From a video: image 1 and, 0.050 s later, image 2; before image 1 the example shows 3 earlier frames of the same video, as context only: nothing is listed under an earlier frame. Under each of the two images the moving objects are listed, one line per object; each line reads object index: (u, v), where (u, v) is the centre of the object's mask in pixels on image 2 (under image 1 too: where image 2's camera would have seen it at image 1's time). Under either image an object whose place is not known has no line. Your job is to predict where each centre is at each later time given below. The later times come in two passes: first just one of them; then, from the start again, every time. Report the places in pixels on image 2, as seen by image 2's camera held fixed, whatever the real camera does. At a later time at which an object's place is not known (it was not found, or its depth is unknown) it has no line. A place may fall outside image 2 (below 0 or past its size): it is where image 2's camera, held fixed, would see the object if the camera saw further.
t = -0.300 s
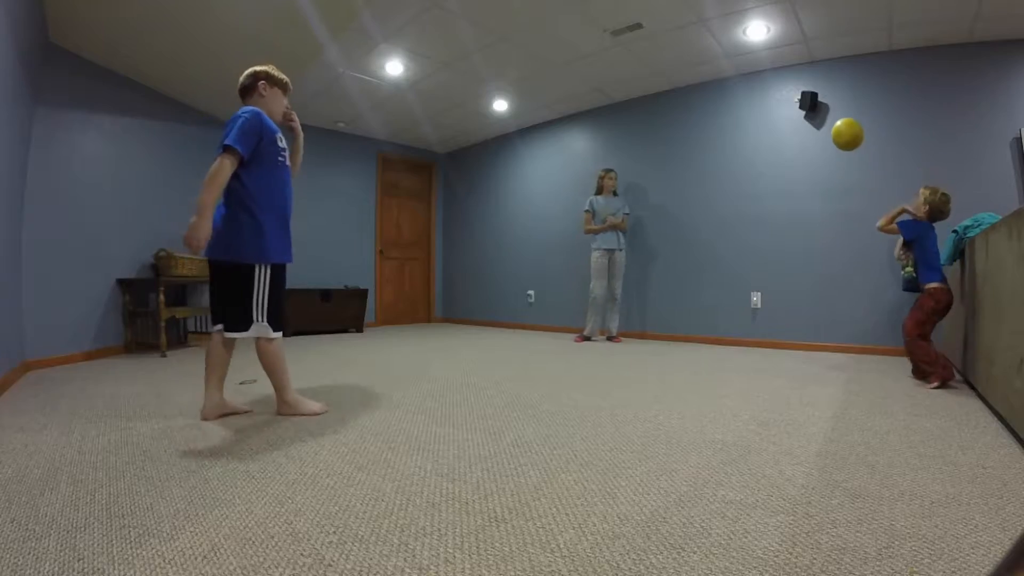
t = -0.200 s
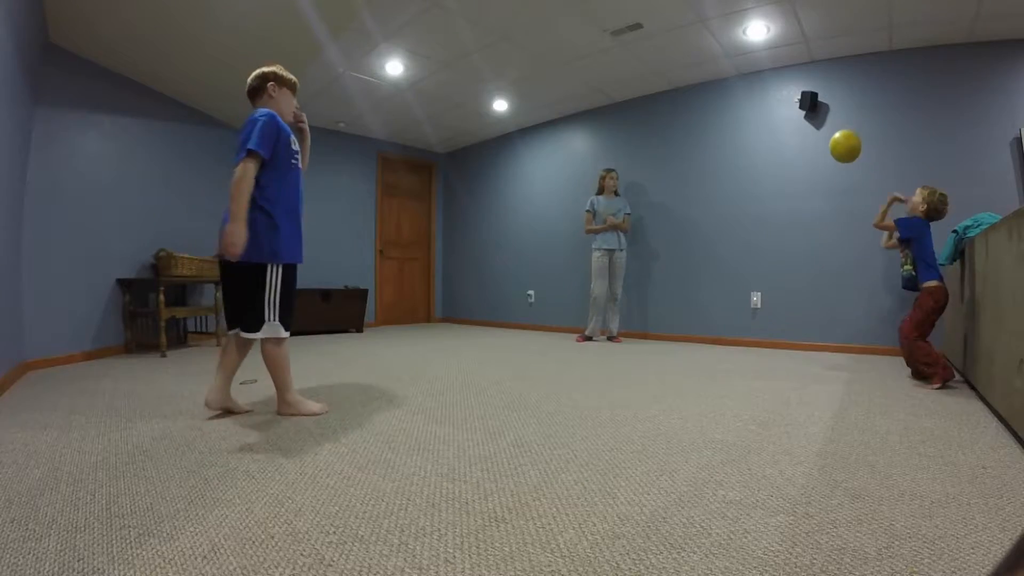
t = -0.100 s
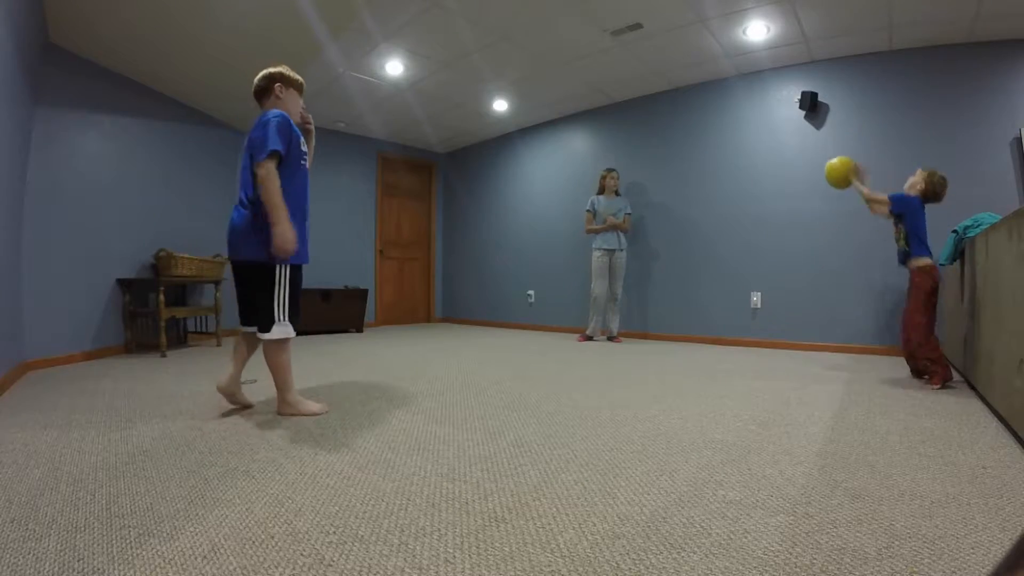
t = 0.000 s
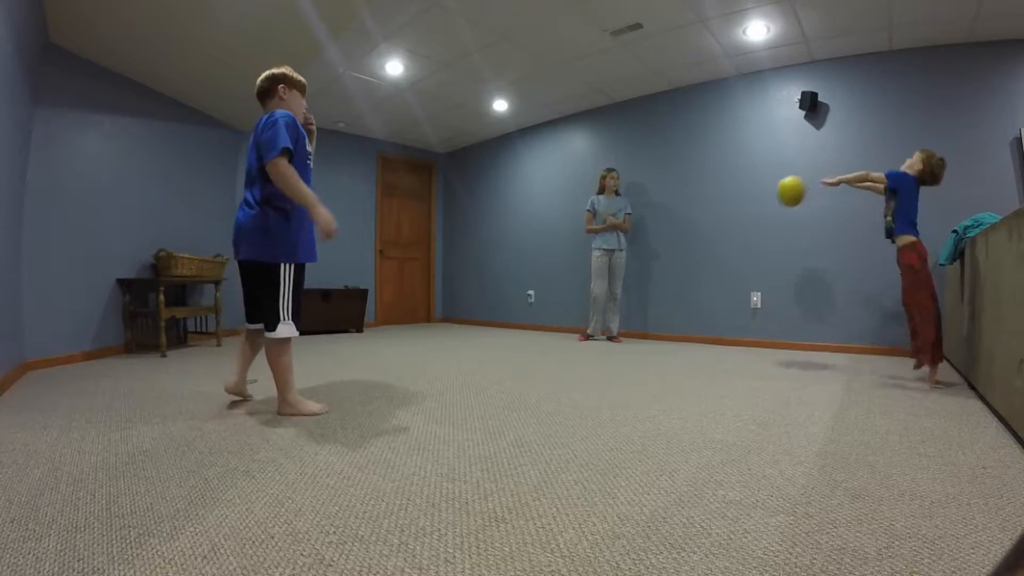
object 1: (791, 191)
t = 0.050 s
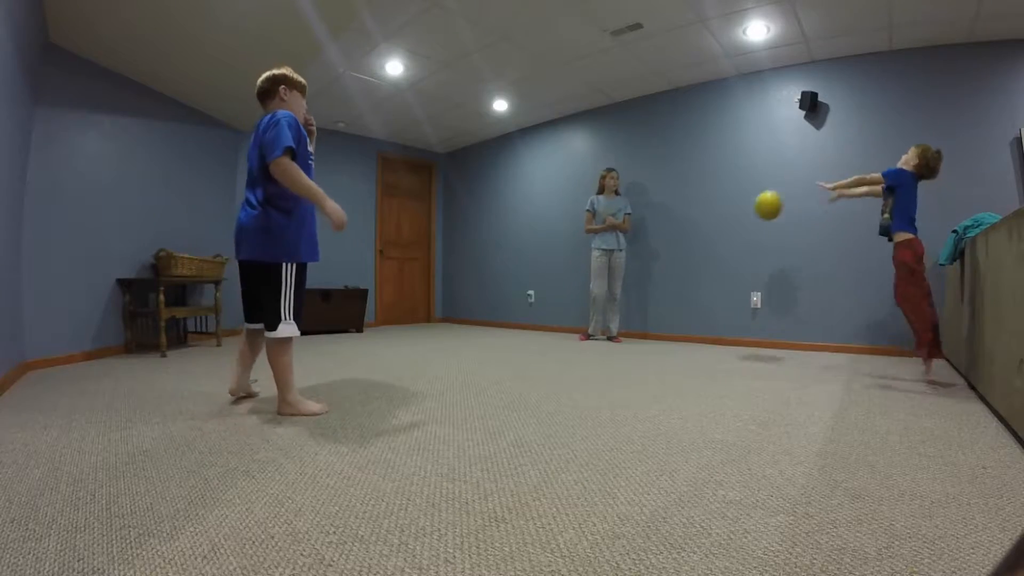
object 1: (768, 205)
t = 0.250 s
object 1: (695, 282)
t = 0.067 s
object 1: (761, 210)
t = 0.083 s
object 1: (755, 216)
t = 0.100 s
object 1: (748, 221)
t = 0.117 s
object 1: (741, 228)
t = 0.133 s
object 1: (735, 234)
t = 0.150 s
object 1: (729, 240)
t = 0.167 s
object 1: (723, 247)
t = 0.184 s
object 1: (717, 254)
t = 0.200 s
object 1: (711, 260)
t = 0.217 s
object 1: (706, 267)
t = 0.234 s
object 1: (701, 275)
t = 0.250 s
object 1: (695, 282)
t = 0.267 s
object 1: (690, 290)
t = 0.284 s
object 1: (685, 297)
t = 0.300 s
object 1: (680, 305)
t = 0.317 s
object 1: (676, 313)
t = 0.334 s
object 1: (671, 321)
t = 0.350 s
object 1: (666, 330)
